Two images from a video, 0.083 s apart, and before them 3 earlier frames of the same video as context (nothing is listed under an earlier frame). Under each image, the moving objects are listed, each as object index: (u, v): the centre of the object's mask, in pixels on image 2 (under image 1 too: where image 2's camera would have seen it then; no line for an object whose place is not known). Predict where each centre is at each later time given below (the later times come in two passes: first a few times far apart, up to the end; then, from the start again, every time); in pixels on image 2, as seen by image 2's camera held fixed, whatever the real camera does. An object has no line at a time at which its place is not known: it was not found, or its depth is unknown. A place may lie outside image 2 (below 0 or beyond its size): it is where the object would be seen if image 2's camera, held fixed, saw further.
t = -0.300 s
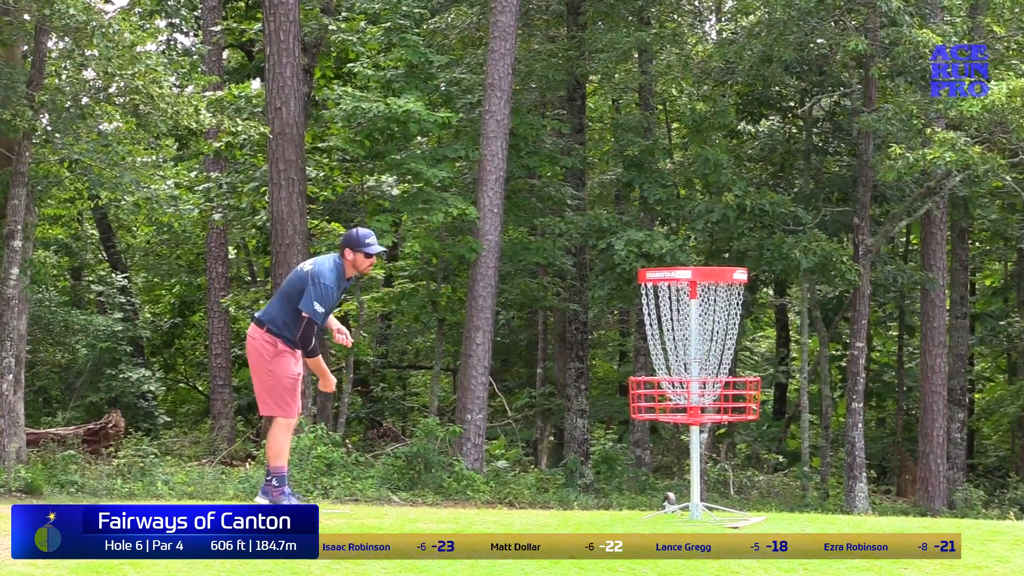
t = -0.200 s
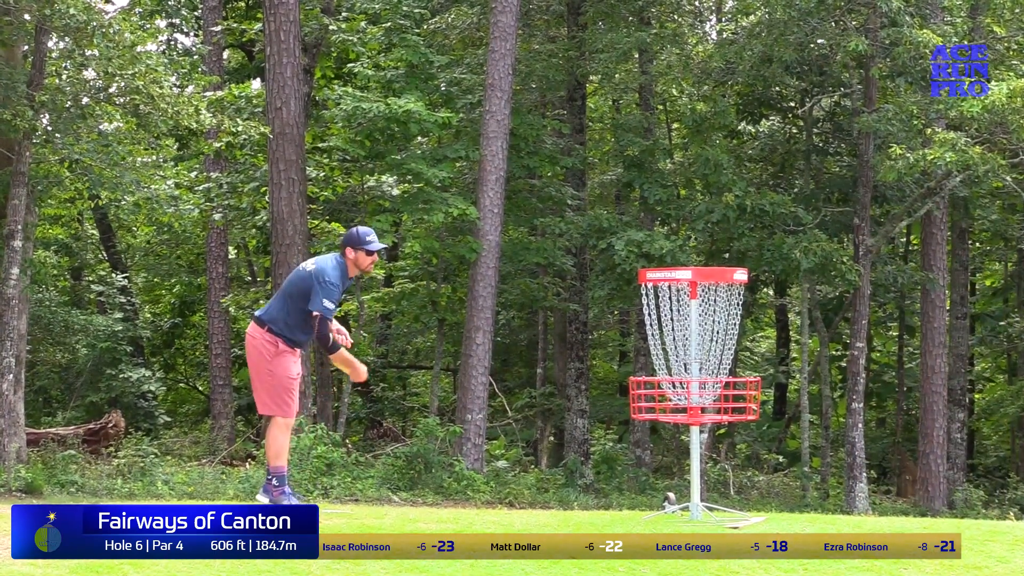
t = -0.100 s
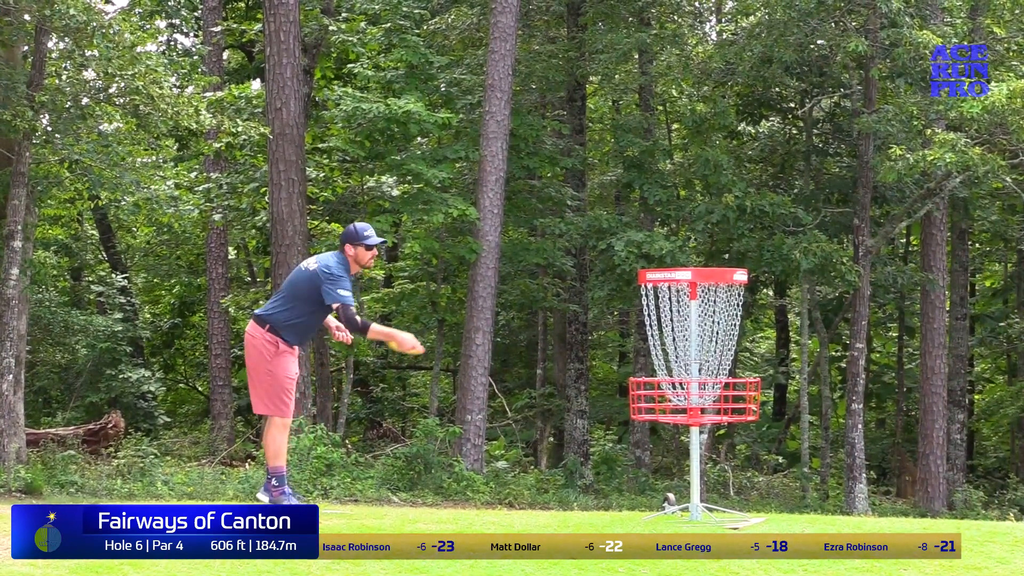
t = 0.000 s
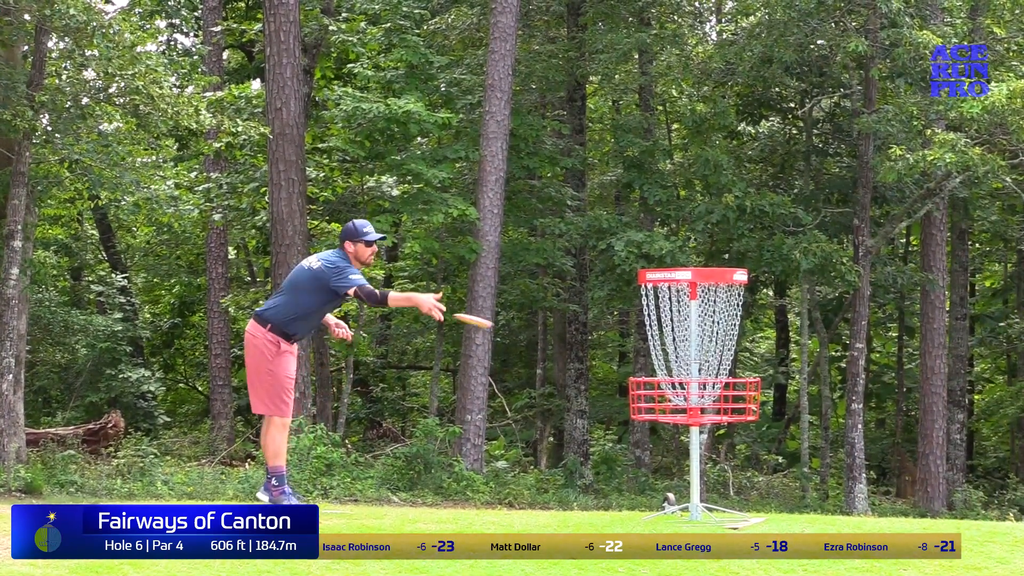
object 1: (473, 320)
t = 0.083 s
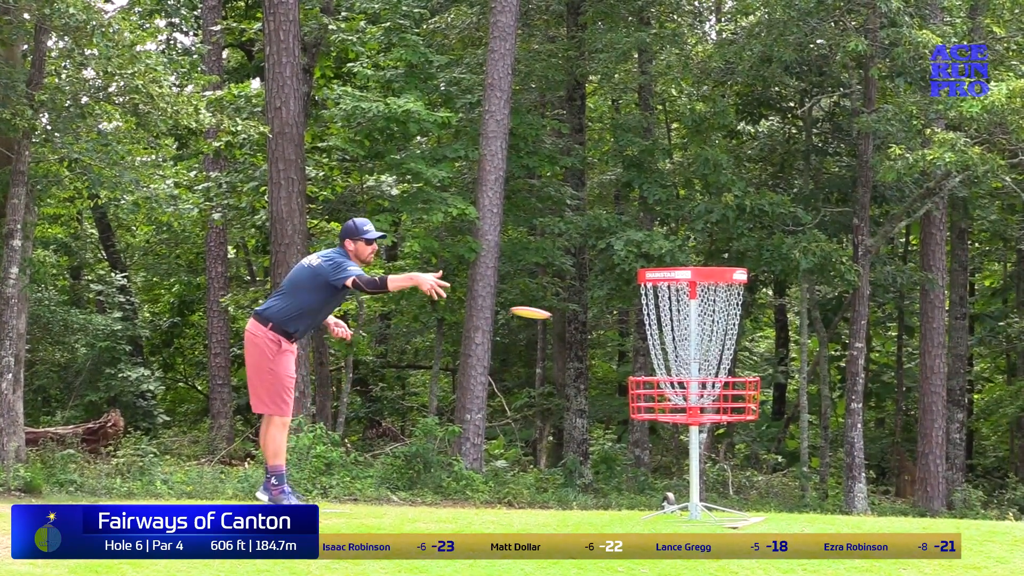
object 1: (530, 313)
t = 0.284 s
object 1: (652, 338)
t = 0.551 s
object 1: (668, 393)
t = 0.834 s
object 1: (662, 399)
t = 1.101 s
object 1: (660, 408)
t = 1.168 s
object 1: (660, 411)
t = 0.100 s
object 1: (542, 313)
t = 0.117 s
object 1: (553, 313)
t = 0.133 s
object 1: (565, 314)
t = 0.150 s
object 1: (577, 316)
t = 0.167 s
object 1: (589, 318)
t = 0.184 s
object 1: (600, 321)
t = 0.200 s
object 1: (612, 324)
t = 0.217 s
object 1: (625, 328)
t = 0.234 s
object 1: (634, 331)
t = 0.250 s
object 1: (643, 334)
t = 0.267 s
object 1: (648, 336)
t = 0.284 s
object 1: (652, 338)
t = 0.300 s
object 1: (656, 341)
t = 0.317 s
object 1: (659, 343)
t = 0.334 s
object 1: (664, 346)
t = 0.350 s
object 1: (666, 350)
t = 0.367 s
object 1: (669, 353)
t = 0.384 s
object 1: (670, 356)
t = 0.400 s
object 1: (671, 360)
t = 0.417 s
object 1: (669, 363)
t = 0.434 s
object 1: (671, 369)
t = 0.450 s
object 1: (671, 372)
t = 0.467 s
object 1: (671, 374)
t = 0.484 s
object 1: (671, 378)
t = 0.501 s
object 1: (671, 383)
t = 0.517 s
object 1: (670, 385)
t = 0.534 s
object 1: (669, 388)
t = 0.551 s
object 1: (668, 393)
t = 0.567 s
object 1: (666, 397)
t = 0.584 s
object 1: (663, 397)
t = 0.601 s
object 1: (661, 397)
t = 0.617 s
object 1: (660, 394)
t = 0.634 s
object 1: (660, 392)
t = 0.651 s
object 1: (660, 391)
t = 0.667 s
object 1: (660, 390)
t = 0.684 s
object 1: (660, 390)
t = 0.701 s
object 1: (661, 390)
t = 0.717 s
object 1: (659, 390)
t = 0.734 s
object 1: (661, 392)
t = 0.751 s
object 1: (660, 393)
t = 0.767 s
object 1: (658, 397)
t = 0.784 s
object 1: (660, 398)
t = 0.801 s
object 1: (661, 399)
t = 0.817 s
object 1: (661, 399)
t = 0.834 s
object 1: (662, 399)
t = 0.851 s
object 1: (663, 401)
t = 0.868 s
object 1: (663, 402)
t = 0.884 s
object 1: (663, 402)
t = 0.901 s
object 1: (663, 402)
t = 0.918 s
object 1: (662, 402)
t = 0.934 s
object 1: (662, 403)
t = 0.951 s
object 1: (661, 404)
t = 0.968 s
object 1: (661, 405)
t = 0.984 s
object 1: (660, 405)
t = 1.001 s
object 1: (660, 406)
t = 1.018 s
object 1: (660, 406)
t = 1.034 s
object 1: (660, 406)
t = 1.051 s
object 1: (660, 407)
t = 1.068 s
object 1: (660, 407)
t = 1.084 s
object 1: (660, 407)
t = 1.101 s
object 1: (660, 408)
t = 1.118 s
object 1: (660, 408)
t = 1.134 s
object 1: (660, 409)
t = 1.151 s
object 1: (660, 409)
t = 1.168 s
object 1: (660, 411)
